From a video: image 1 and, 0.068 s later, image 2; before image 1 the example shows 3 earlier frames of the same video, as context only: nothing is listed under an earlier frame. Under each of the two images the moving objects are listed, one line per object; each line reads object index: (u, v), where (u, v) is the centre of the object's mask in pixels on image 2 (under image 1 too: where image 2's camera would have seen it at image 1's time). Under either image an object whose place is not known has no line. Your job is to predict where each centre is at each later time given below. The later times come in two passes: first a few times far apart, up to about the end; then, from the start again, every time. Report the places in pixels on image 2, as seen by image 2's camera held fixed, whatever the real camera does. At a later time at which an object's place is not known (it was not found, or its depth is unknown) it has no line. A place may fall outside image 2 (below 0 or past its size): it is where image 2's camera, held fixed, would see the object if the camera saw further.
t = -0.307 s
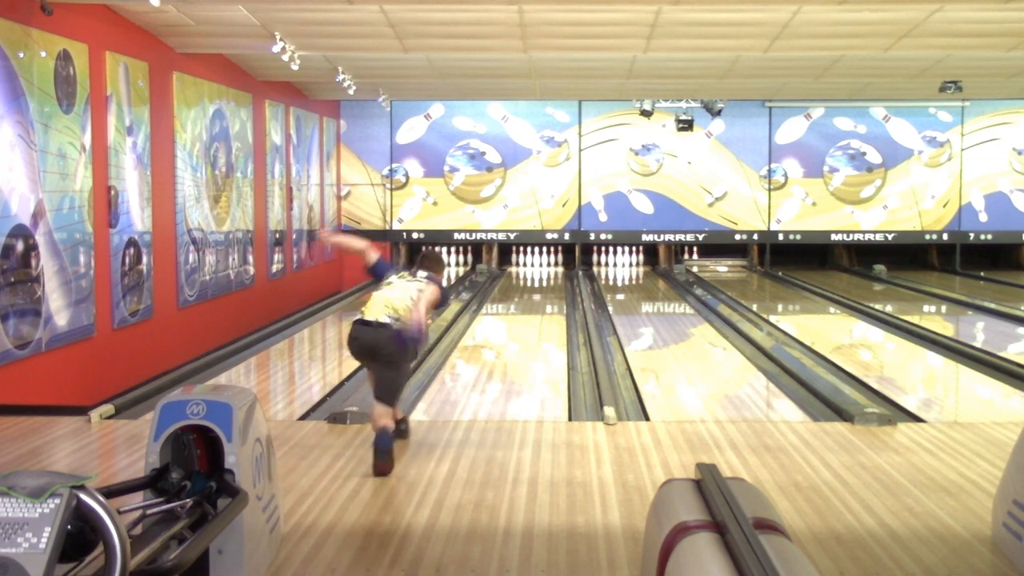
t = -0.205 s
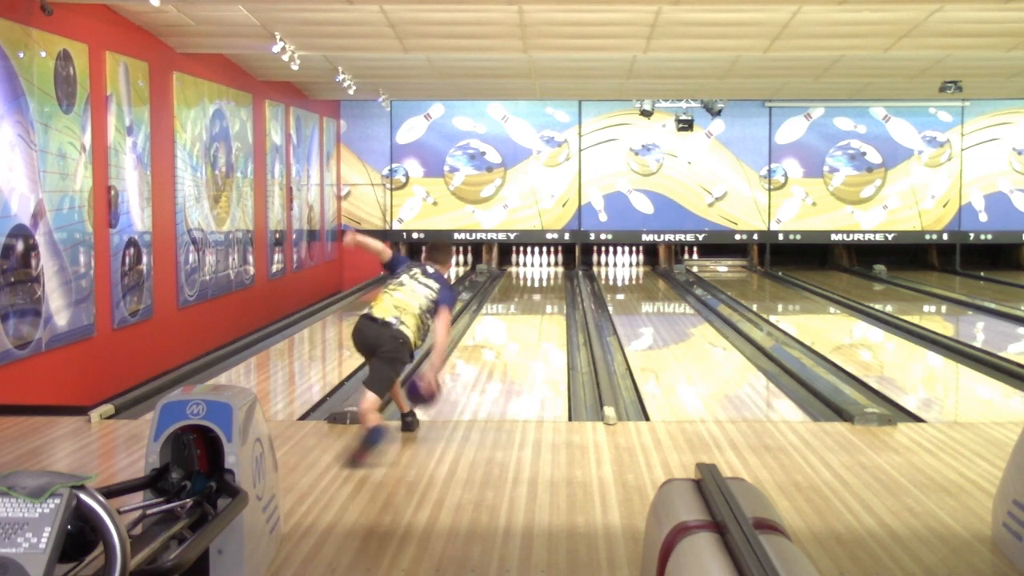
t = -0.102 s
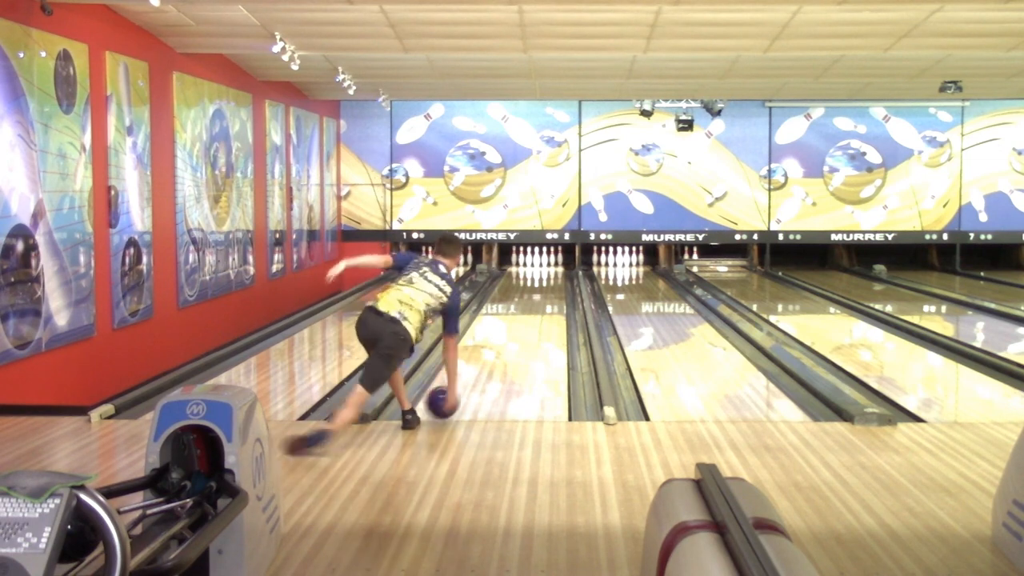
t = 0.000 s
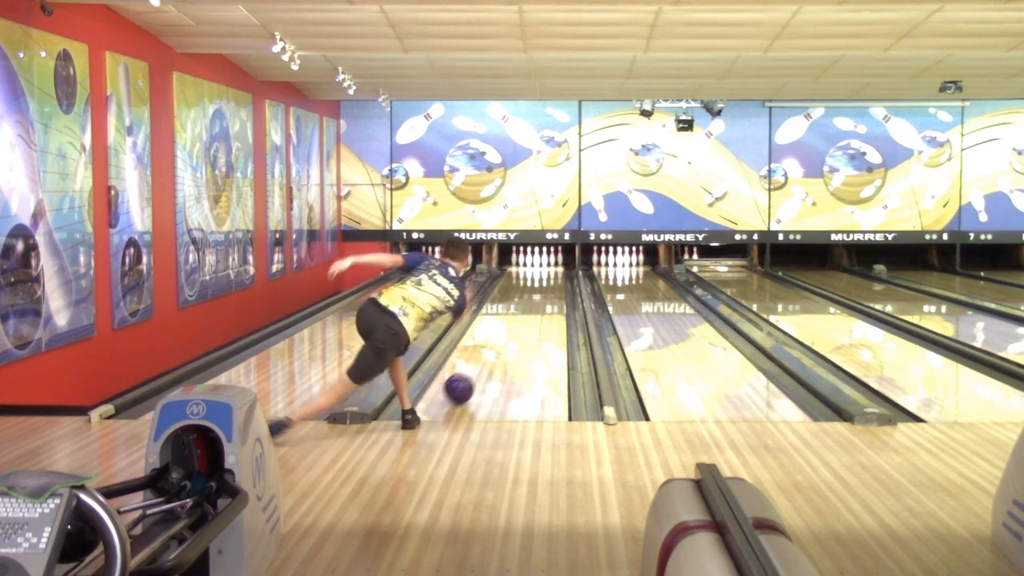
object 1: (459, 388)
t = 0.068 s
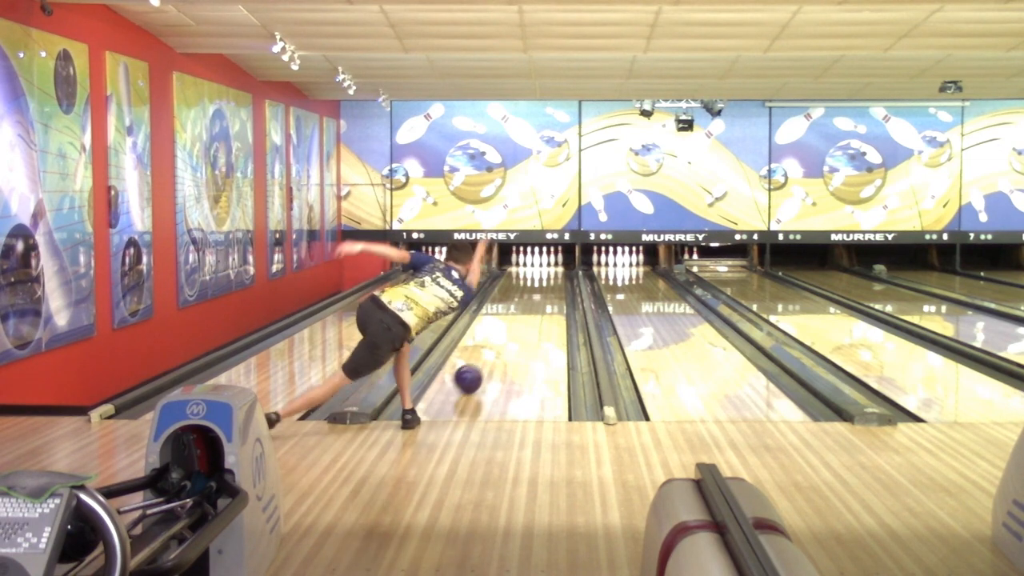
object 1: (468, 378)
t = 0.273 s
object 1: (491, 354)
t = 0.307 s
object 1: (494, 351)
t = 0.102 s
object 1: (472, 374)
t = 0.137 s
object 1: (477, 370)
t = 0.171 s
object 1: (480, 366)
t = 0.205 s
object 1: (484, 362)
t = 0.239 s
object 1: (488, 357)
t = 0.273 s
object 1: (491, 354)
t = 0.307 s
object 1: (494, 351)
